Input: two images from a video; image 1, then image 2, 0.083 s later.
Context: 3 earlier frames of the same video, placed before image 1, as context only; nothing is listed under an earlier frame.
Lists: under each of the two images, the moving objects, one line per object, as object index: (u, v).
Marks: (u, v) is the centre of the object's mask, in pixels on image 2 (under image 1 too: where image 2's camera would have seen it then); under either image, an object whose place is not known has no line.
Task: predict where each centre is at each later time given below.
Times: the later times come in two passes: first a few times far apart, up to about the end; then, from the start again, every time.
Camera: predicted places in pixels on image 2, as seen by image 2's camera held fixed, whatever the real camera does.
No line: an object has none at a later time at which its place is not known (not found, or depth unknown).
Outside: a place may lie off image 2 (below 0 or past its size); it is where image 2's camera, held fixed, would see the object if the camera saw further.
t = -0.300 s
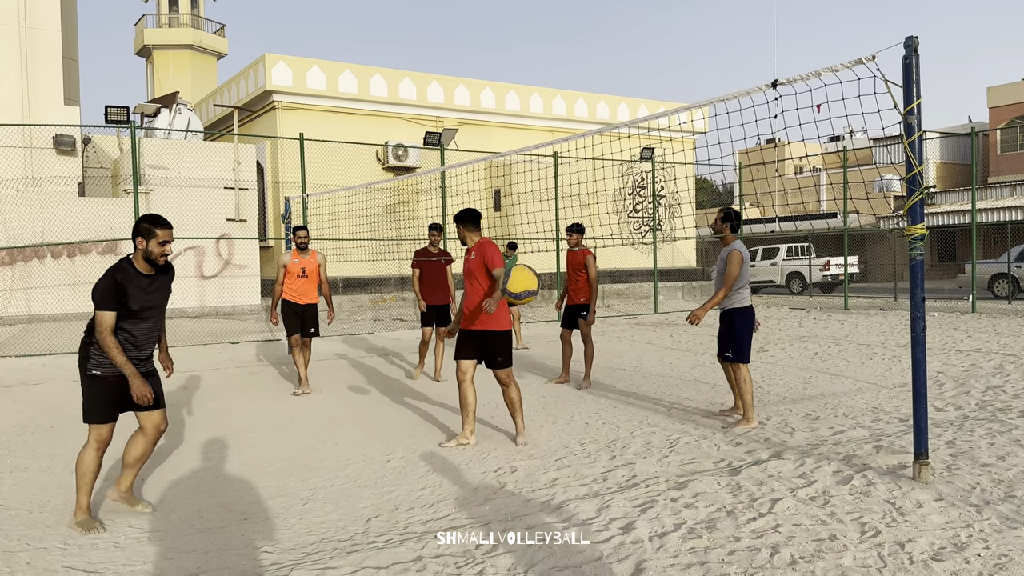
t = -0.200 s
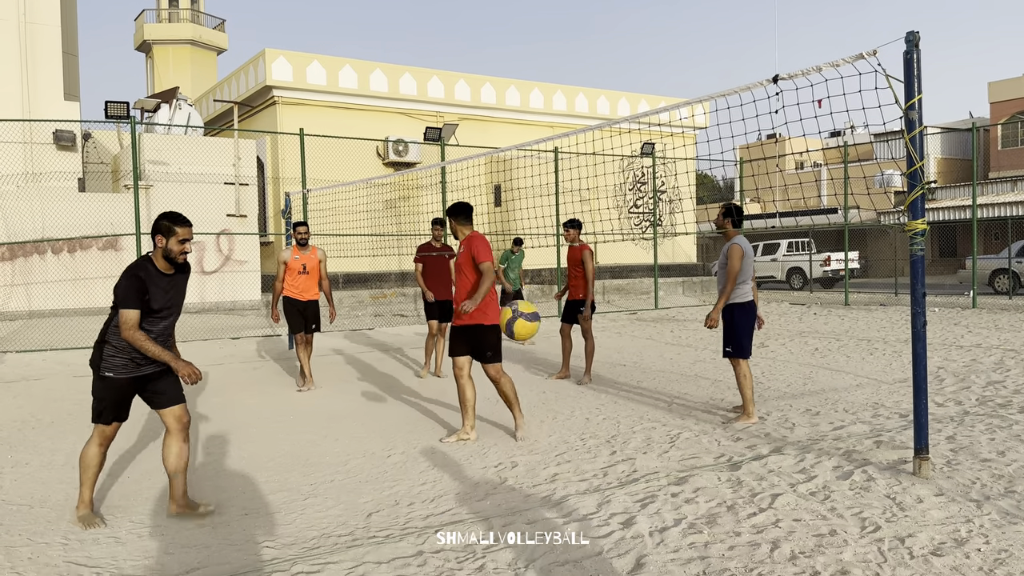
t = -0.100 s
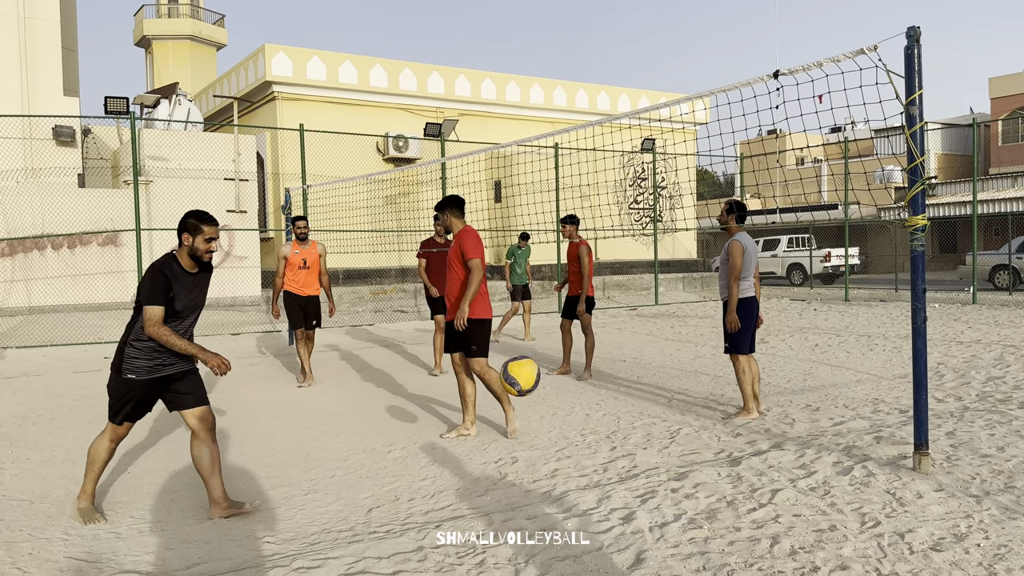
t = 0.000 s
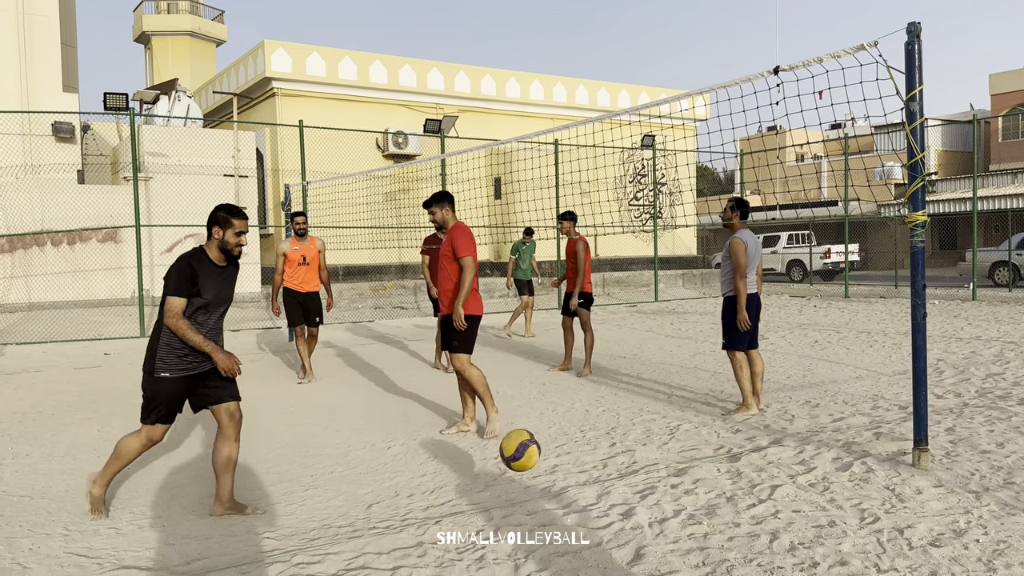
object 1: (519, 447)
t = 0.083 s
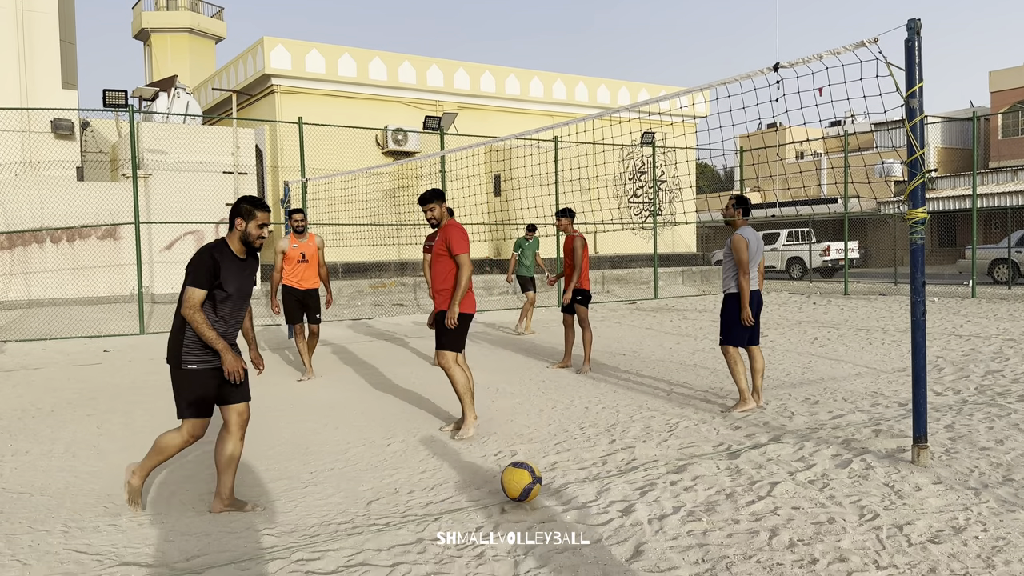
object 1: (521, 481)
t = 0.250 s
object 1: (530, 446)
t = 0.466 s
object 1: (543, 477)
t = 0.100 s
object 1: (522, 475)
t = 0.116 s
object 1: (523, 470)
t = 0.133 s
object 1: (523, 465)
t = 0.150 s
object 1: (524, 461)
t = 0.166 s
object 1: (525, 457)
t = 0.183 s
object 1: (526, 454)
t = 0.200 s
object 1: (527, 451)
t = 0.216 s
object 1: (528, 449)
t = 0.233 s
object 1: (529, 447)
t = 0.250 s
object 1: (530, 446)
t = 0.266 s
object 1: (531, 445)
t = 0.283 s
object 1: (532, 444)
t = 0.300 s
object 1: (533, 445)
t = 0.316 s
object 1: (534, 445)
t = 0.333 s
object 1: (535, 447)
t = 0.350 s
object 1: (536, 449)
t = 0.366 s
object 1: (537, 451)
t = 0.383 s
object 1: (538, 454)
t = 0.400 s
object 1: (539, 458)
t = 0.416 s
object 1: (540, 462)
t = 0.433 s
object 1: (541, 466)
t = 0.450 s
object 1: (542, 472)
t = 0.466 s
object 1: (543, 477)
